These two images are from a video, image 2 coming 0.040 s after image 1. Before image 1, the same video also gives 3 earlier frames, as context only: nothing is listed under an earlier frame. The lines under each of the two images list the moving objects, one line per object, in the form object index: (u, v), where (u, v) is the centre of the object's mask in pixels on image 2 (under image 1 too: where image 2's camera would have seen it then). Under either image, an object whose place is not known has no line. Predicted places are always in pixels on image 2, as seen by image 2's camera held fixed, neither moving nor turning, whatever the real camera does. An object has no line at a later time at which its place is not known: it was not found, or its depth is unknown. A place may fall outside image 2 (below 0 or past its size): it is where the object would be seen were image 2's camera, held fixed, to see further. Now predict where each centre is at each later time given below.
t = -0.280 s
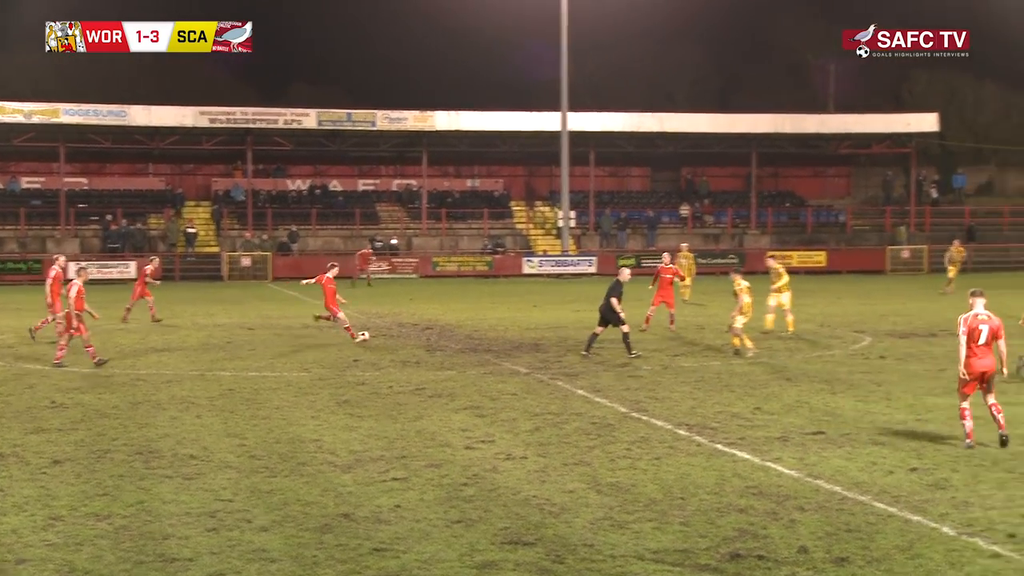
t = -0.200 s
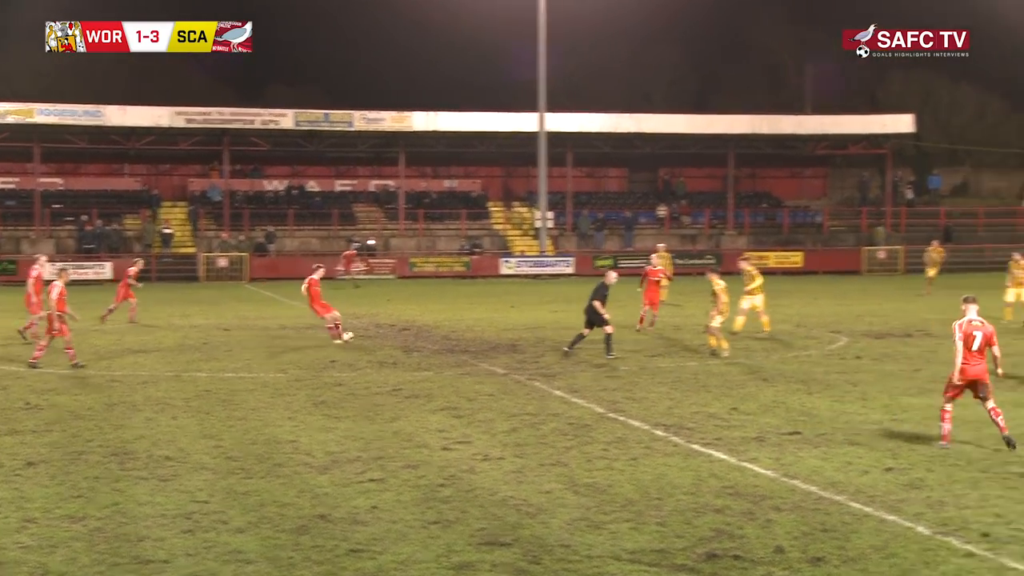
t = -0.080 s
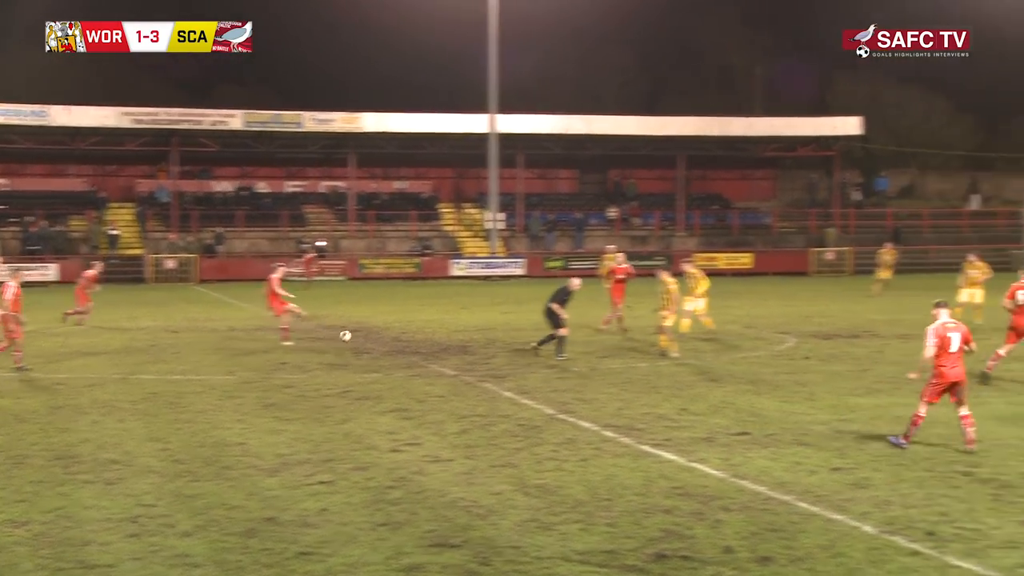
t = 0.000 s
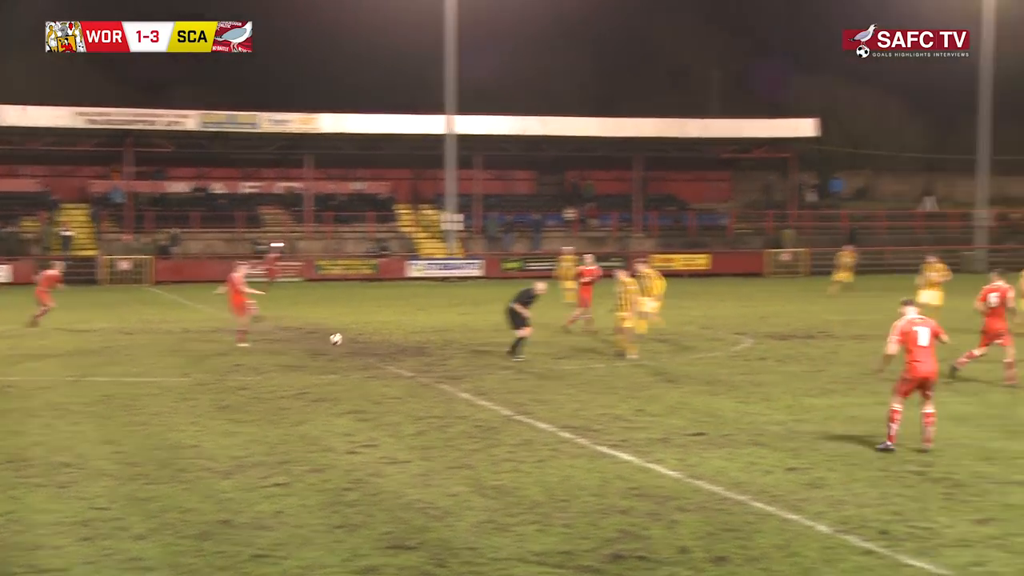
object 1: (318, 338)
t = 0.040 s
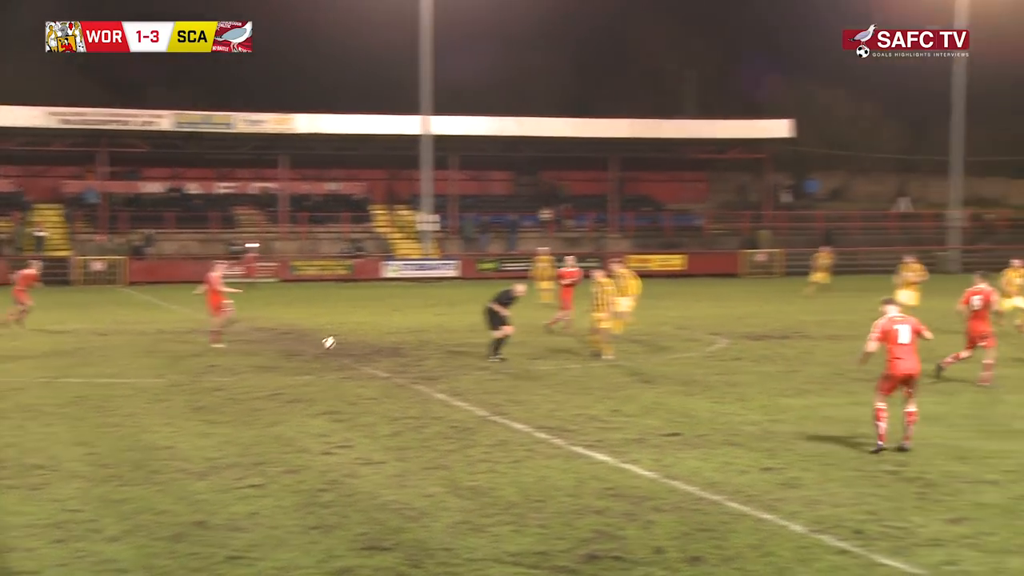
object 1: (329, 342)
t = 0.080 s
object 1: (339, 348)
